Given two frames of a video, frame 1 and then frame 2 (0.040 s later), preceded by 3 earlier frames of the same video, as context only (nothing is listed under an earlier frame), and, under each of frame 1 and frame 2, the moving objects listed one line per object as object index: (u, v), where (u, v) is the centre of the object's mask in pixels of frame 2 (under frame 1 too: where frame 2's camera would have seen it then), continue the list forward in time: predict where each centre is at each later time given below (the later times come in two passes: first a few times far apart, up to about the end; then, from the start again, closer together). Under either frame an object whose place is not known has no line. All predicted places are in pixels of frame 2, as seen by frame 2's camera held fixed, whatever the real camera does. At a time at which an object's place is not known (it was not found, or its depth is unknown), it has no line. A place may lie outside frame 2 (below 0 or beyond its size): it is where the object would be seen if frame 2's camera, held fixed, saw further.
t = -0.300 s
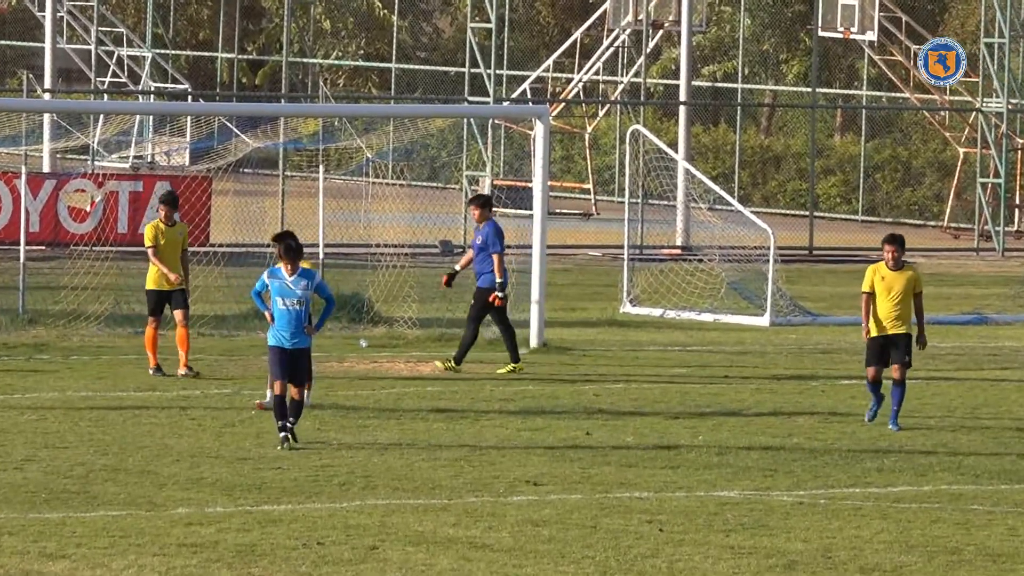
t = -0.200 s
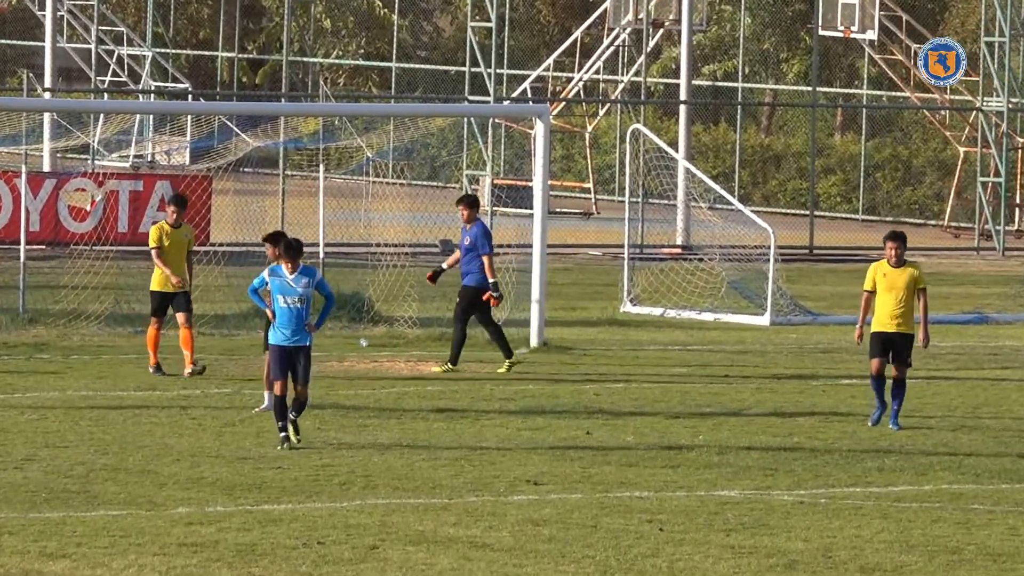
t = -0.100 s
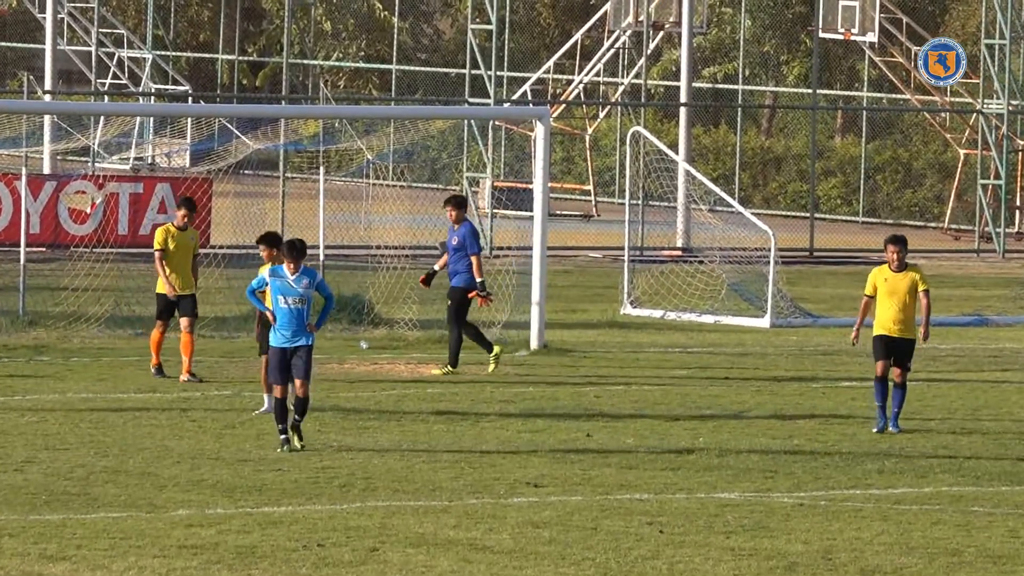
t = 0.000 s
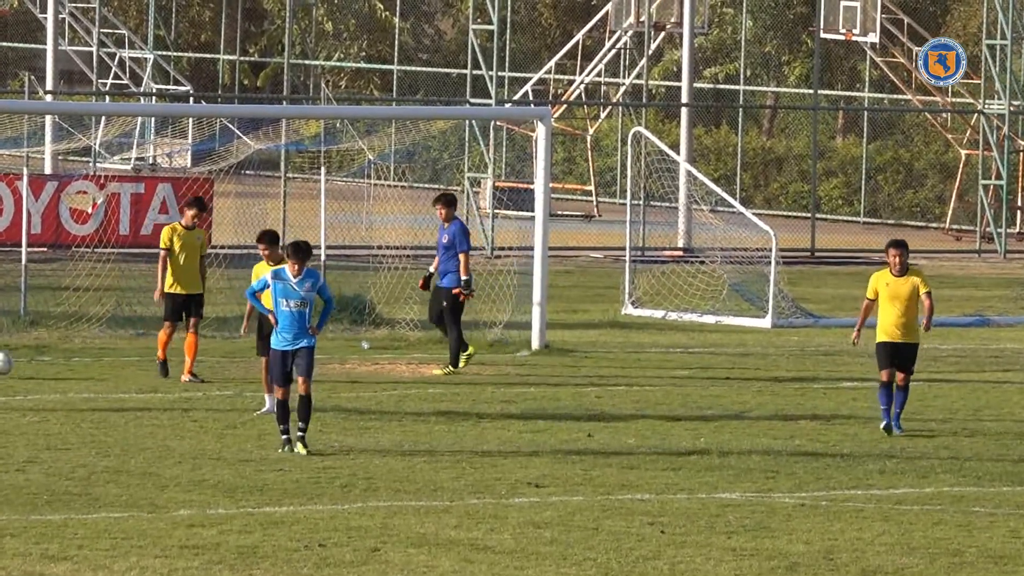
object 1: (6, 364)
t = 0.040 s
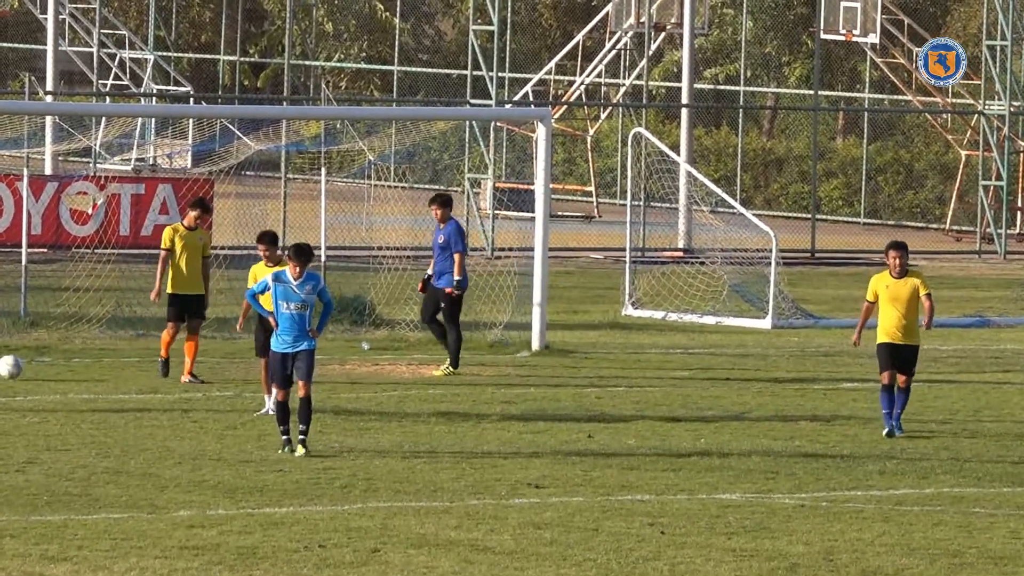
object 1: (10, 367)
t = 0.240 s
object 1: (56, 372)
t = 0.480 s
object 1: (109, 375)
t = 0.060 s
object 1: (14, 369)
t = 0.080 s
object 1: (20, 371)
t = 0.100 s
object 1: (23, 371)
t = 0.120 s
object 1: (29, 369)
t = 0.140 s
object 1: (33, 370)
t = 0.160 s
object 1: (38, 369)
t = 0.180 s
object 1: (42, 369)
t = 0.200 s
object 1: (47, 369)
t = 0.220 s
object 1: (52, 371)
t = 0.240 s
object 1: (56, 372)
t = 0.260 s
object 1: (61, 374)
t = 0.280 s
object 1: (65, 375)
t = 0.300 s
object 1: (69, 373)
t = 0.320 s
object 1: (74, 374)
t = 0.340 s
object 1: (78, 374)
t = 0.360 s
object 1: (83, 375)
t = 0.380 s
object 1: (87, 375)
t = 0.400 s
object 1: (92, 376)
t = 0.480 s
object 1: (109, 375)
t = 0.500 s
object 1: (113, 376)
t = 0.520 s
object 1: (117, 376)
